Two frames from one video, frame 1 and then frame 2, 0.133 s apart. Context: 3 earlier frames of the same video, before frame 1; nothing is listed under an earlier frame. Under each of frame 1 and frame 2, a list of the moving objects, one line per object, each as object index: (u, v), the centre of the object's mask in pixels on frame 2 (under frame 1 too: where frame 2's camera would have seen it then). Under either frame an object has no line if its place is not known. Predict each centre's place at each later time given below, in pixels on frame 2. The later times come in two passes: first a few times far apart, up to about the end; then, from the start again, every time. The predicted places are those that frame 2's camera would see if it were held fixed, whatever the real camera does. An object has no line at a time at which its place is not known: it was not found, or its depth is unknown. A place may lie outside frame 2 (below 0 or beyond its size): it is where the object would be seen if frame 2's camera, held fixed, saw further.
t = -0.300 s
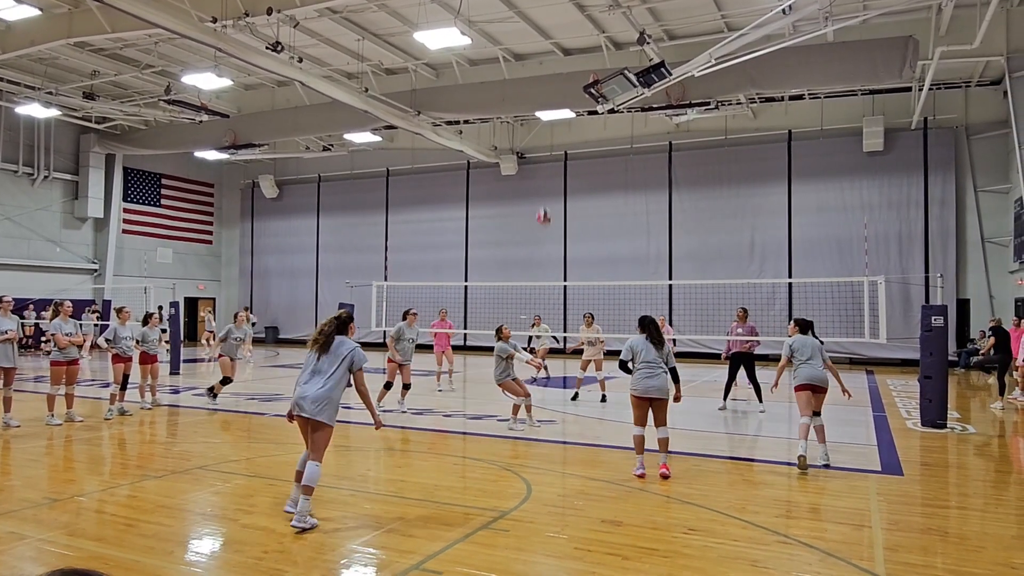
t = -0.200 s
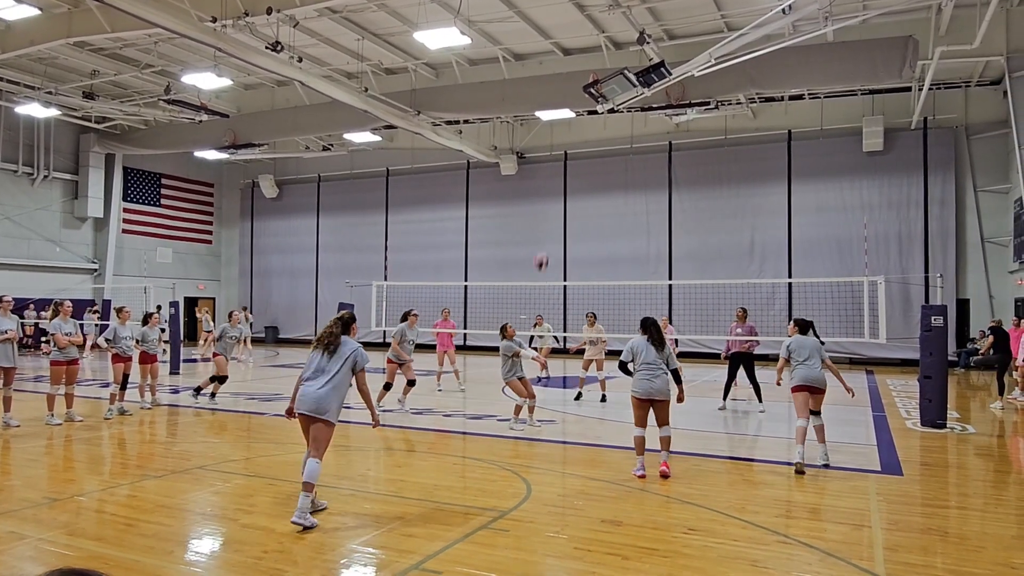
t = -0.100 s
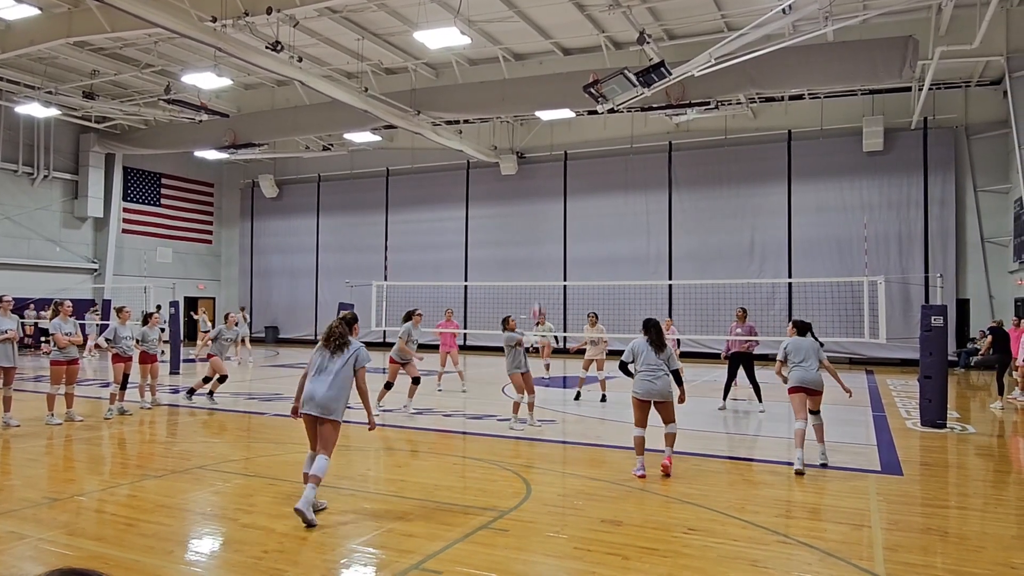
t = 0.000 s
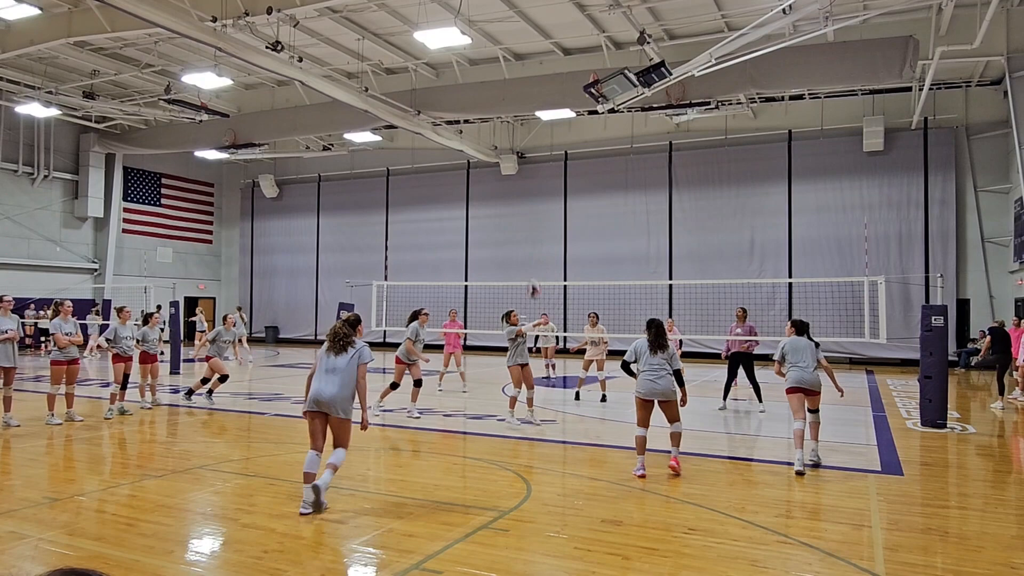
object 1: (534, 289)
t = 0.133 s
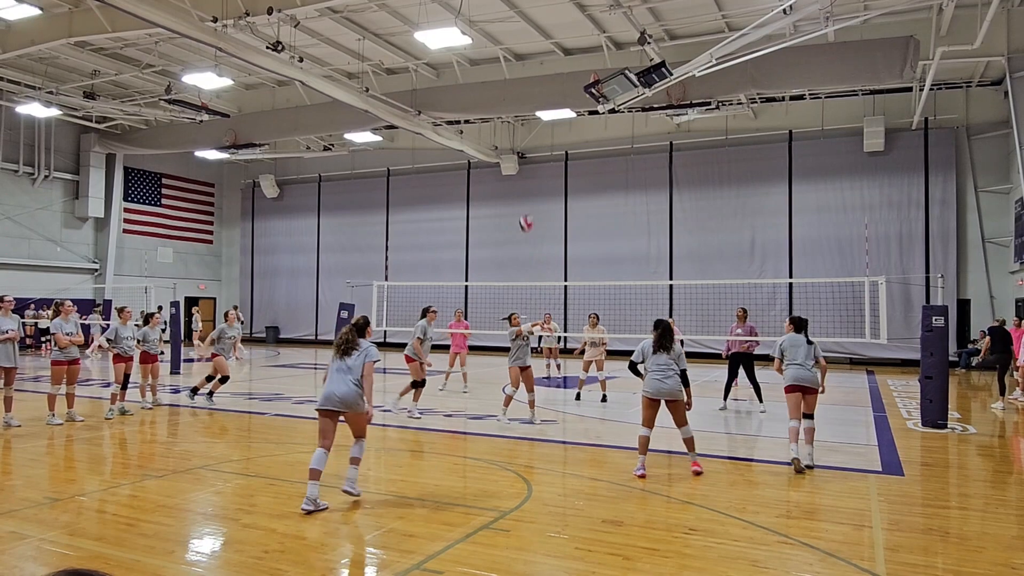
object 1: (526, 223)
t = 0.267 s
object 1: (519, 166)
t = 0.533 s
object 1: (503, 90)
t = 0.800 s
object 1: (486, 64)
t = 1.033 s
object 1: (469, 87)
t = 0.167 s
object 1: (524, 208)
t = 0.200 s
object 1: (522, 194)
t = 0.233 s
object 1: (520, 181)
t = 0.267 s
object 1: (519, 166)
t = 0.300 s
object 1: (517, 155)
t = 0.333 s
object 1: (515, 144)
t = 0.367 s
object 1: (513, 131)
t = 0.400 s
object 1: (510, 122)
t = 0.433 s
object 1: (508, 112)
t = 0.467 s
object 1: (507, 105)
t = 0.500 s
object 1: (505, 97)
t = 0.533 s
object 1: (503, 90)
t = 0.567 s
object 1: (501, 84)
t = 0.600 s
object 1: (499, 78)
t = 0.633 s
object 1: (497, 74)
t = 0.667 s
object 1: (496, 70)
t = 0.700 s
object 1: (493, 67)
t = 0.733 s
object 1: (491, 65)
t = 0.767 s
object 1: (488, 64)
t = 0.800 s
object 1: (486, 64)
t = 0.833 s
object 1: (484, 65)
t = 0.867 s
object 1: (482, 66)
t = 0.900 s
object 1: (479, 68)
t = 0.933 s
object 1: (477, 71)
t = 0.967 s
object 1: (474, 76)
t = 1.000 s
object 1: (472, 81)
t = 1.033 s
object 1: (469, 87)
